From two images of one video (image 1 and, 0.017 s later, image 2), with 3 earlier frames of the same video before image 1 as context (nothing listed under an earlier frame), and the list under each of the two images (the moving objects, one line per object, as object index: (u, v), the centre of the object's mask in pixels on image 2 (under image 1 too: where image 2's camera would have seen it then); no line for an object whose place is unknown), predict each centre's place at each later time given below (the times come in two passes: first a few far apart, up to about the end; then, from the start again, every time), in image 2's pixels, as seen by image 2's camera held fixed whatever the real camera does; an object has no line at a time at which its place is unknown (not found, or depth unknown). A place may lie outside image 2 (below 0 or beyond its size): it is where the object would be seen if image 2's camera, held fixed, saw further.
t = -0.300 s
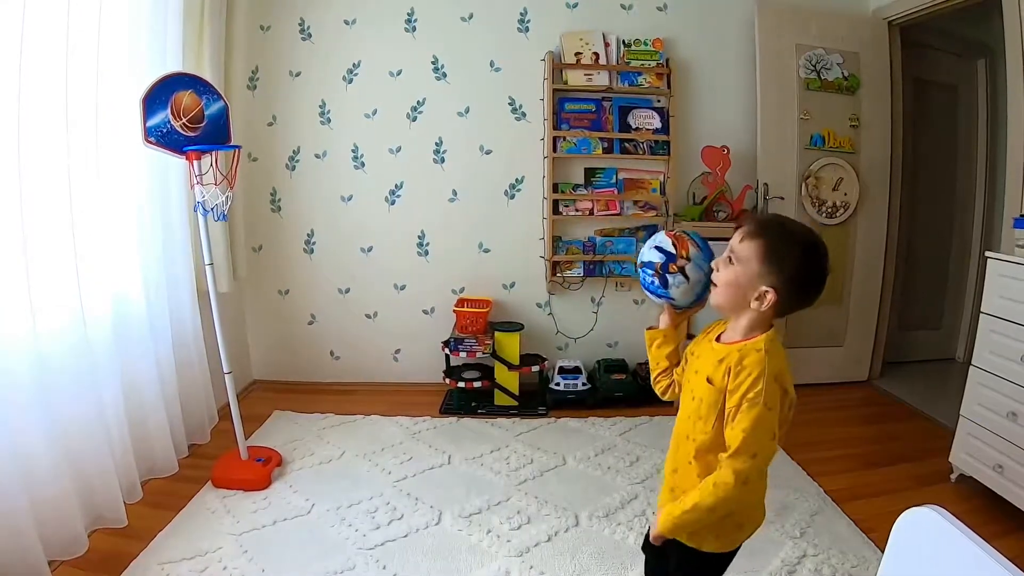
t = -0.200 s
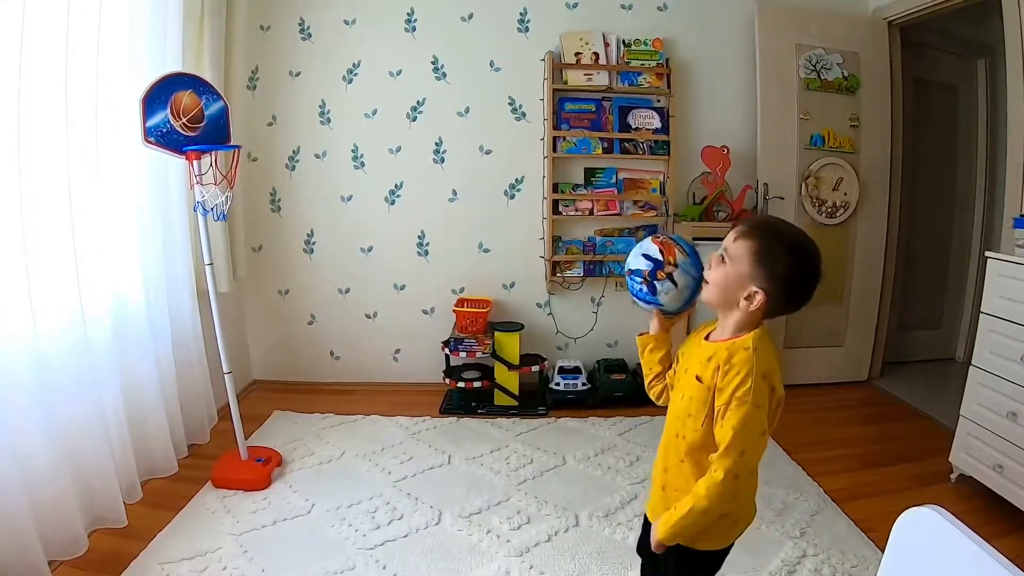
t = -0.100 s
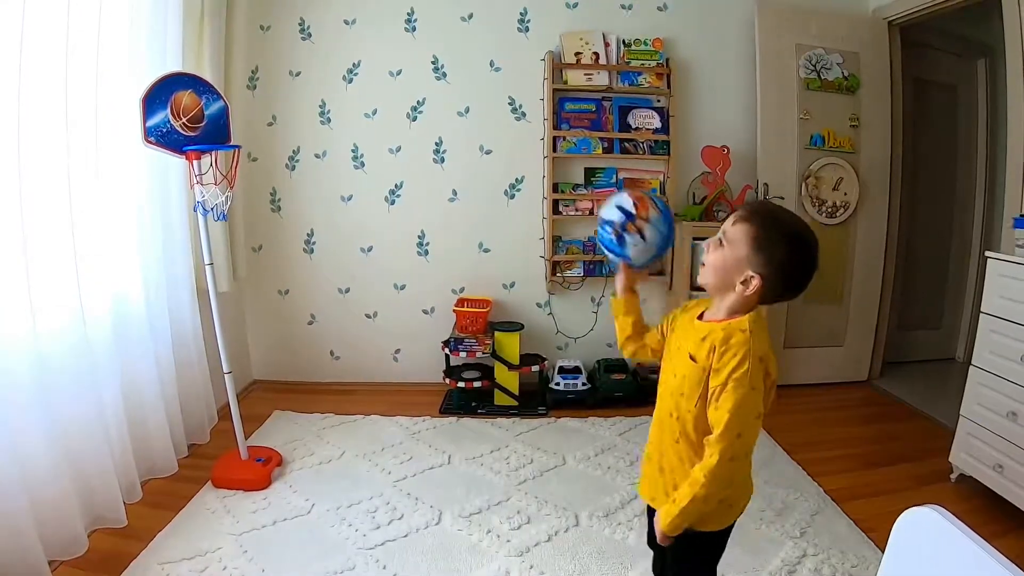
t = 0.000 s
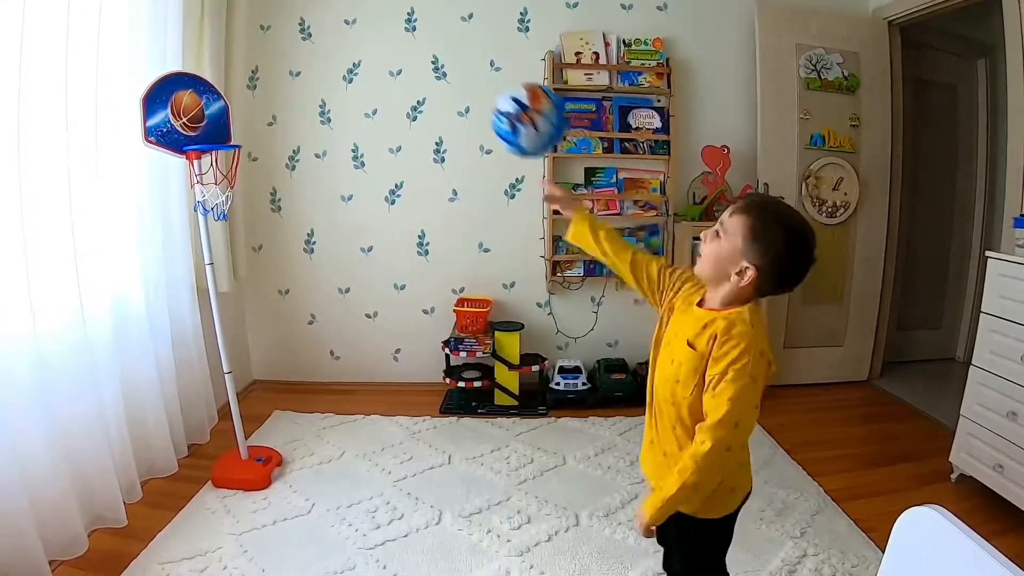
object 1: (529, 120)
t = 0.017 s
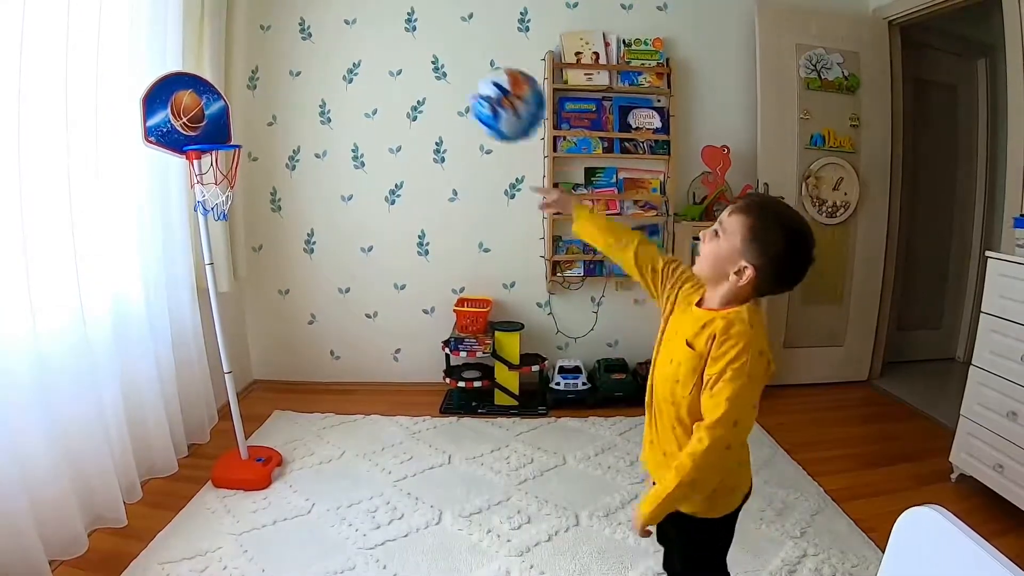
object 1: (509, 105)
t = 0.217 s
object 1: (319, 49)
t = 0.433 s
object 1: (212, 128)
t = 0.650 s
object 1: (203, 154)
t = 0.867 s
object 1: (216, 207)
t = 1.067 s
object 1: (238, 323)
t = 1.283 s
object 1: (282, 427)
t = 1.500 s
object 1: (339, 430)
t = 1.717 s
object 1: (409, 480)
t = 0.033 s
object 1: (490, 92)
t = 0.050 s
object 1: (470, 81)
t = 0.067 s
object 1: (452, 72)
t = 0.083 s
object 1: (435, 64)
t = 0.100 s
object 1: (418, 58)
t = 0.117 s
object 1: (401, 53)
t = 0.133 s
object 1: (386, 50)
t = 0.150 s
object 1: (371, 48)
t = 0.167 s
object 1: (358, 47)
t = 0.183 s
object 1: (345, 47)
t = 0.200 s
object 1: (332, 48)
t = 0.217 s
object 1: (319, 49)
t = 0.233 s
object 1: (307, 53)
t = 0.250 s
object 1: (296, 57)
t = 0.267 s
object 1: (286, 61)
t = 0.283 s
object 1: (275, 66)
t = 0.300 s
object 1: (266, 72)
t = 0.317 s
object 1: (256, 79)
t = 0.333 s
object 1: (248, 86)
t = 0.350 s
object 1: (240, 94)
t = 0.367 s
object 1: (230, 102)
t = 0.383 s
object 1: (222, 111)
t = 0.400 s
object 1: (216, 120)
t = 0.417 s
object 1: (212, 126)
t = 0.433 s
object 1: (212, 128)
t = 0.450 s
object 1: (213, 130)
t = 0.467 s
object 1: (213, 131)
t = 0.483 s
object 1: (212, 133)
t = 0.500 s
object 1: (213, 135)
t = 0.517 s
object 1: (213, 139)
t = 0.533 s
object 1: (211, 141)
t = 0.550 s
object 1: (210, 144)
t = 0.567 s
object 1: (208, 145)
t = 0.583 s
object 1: (205, 146)
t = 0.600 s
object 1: (202, 149)
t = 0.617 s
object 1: (201, 152)
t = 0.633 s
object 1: (201, 153)
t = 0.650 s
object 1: (203, 154)
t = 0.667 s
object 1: (203, 156)
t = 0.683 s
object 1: (204, 159)
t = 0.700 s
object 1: (205, 162)
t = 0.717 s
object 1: (206, 166)
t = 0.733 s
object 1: (206, 166)
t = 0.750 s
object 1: (208, 167)
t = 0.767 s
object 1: (206, 180)
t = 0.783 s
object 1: (208, 186)
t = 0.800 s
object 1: (210, 190)
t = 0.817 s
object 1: (212, 193)
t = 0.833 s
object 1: (213, 198)
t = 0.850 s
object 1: (214, 201)
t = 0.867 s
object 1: (216, 207)
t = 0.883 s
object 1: (217, 212)
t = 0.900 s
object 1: (218, 215)
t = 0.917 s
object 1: (220, 225)
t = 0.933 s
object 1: (222, 233)
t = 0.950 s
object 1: (223, 243)
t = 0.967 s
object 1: (225, 252)
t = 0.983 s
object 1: (226, 263)
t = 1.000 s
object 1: (230, 276)
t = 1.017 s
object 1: (231, 287)
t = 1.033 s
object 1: (233, 298)
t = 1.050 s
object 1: (236, 310)
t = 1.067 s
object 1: (238, 323)
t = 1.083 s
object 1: (240, 337)
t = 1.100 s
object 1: (244, 351)
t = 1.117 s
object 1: (247, 367)
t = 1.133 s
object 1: (250, 383)
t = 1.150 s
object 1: (254, 398)
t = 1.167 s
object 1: (258, 414)
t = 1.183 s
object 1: (262, 431)
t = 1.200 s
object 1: (267, 449)
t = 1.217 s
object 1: (268, 449)
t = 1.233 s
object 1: (271, 444)
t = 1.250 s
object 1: (275, 437)
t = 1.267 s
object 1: (278, 433)
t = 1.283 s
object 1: (282, 427)
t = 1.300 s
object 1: (285, 424)
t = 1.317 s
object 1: (289, 421)
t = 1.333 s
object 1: (293, 419)
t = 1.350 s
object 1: (297, 416)
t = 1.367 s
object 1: (301, 415)
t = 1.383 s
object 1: (305, 414)
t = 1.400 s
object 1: (309, 414)
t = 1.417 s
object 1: (314, 415)
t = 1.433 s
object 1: (319, 417)
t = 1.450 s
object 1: (323, 419)
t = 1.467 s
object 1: (328, 422)
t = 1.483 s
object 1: (333, 426)
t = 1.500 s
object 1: (339, 430)
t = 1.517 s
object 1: (344, 434)
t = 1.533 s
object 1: (349, 440)
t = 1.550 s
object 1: (355, 446)
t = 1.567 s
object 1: (360, 453)
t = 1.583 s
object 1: (366, 461)
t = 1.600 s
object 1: (373, 469)
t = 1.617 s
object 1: (379, 479)
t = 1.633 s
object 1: (386, 489)
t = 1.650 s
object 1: (391, 493)
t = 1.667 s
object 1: (395, 489)
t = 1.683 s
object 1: (399, 485)
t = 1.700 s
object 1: (404, 482)
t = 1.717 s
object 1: (409, 480)
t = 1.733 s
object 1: (414, 479)
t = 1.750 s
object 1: (419, 479)
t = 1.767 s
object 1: (424, 479)
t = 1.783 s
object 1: (429, 480)
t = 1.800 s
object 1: (433, 481)
